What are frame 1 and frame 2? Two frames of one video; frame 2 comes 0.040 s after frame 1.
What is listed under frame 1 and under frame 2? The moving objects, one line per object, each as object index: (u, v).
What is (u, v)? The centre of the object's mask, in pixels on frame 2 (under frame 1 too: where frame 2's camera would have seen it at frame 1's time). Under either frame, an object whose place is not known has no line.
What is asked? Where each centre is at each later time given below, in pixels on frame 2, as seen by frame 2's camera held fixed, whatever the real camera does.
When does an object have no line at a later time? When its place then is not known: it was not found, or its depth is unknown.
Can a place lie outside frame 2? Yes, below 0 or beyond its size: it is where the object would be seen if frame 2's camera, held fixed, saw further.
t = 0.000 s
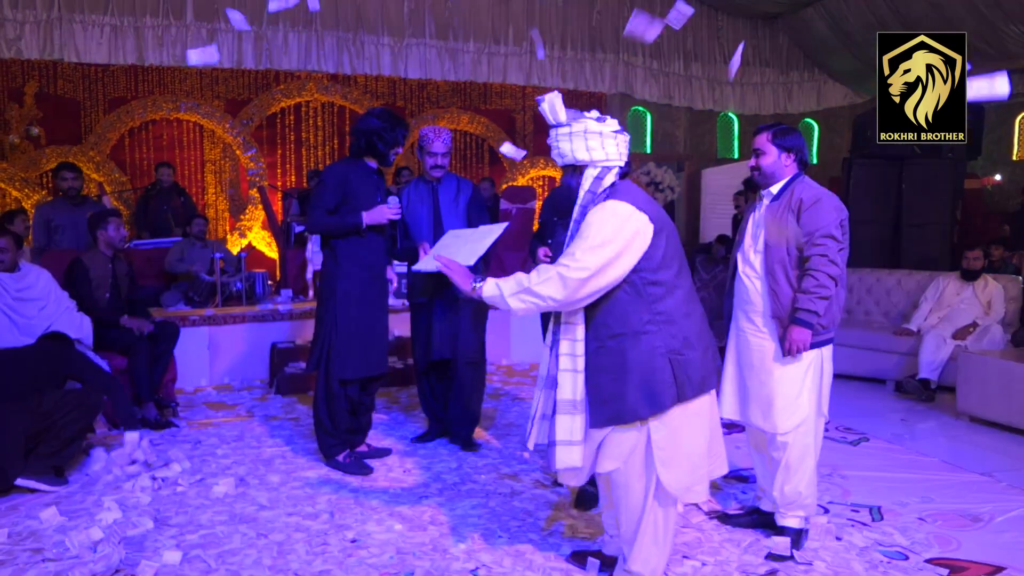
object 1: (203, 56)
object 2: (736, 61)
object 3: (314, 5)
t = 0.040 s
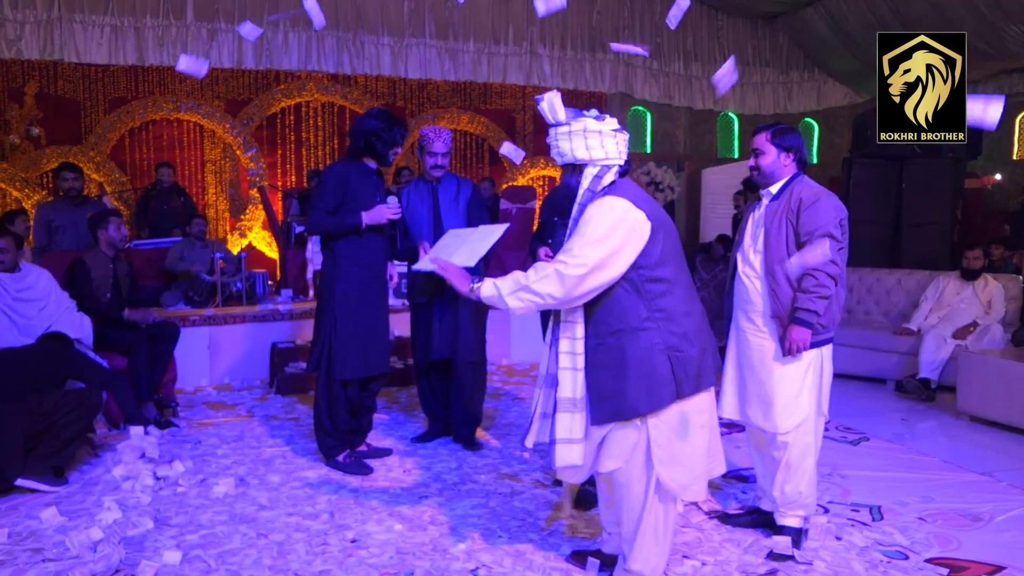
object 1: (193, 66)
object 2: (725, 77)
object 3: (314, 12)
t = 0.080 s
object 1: (182, 79)
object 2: (712, 94)
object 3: (317, 30)
